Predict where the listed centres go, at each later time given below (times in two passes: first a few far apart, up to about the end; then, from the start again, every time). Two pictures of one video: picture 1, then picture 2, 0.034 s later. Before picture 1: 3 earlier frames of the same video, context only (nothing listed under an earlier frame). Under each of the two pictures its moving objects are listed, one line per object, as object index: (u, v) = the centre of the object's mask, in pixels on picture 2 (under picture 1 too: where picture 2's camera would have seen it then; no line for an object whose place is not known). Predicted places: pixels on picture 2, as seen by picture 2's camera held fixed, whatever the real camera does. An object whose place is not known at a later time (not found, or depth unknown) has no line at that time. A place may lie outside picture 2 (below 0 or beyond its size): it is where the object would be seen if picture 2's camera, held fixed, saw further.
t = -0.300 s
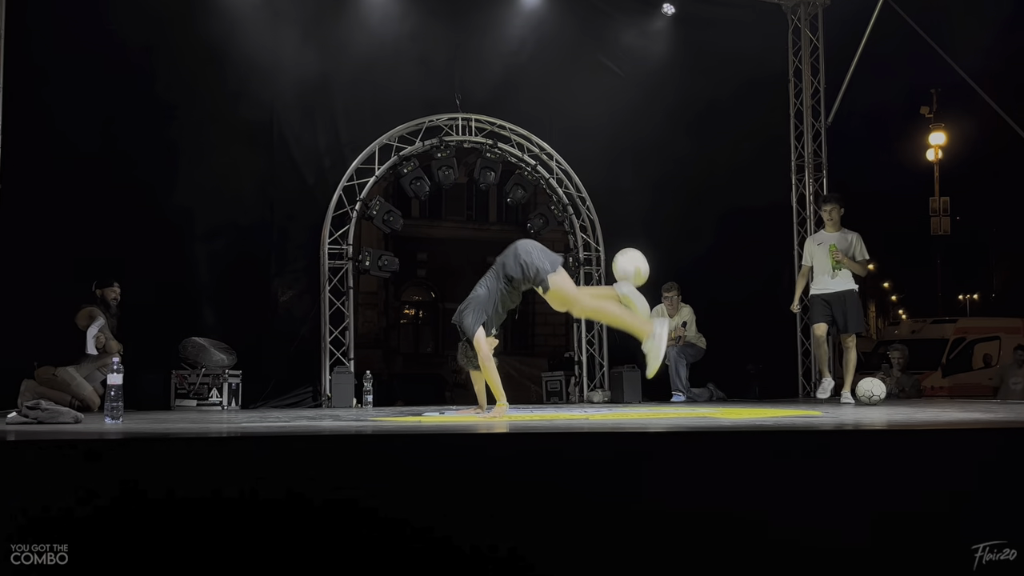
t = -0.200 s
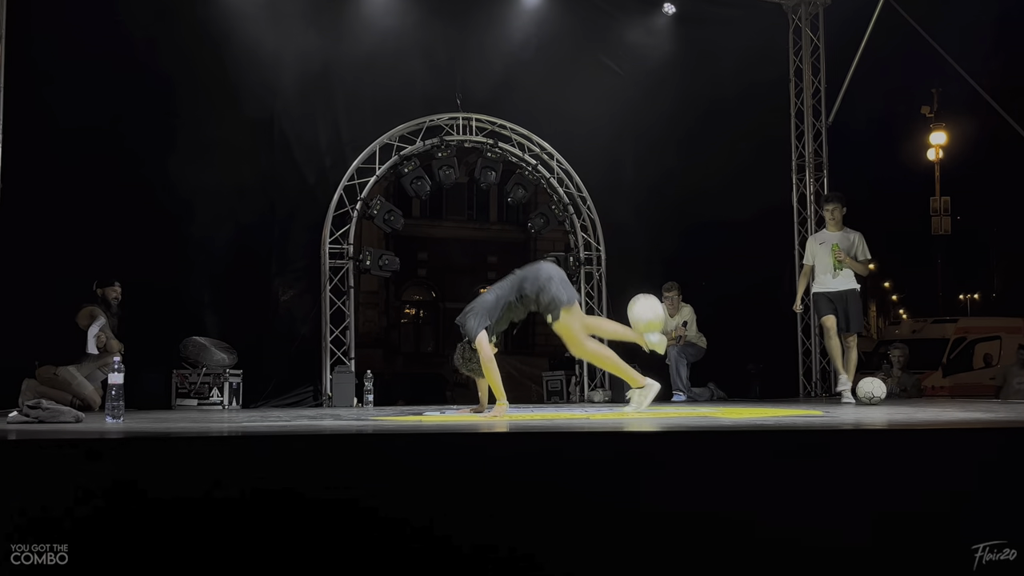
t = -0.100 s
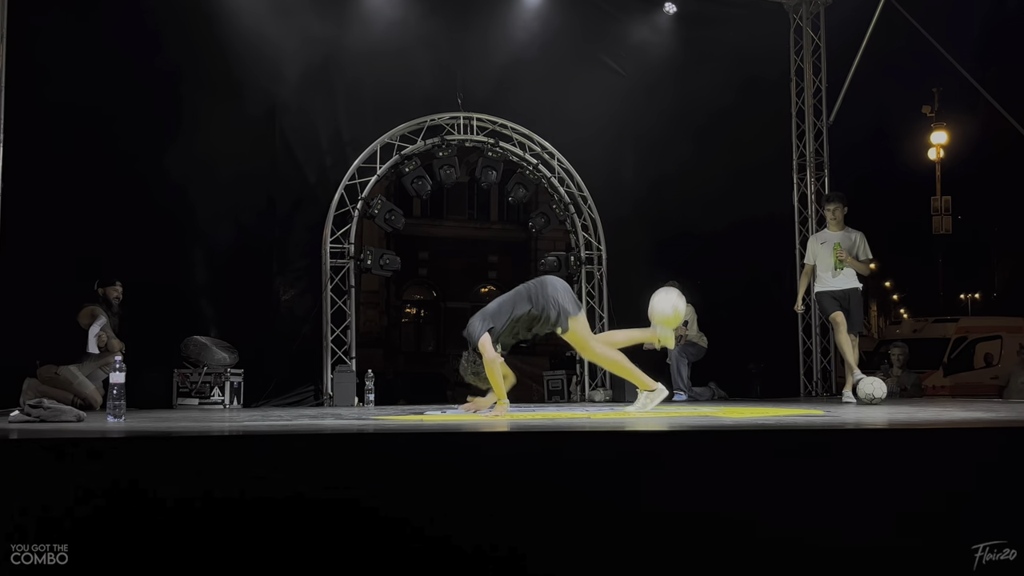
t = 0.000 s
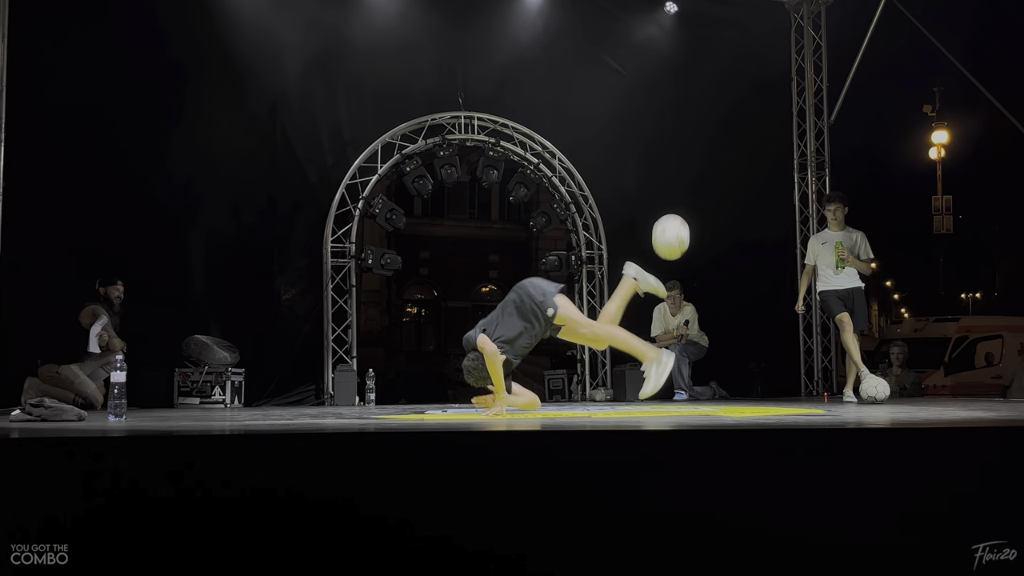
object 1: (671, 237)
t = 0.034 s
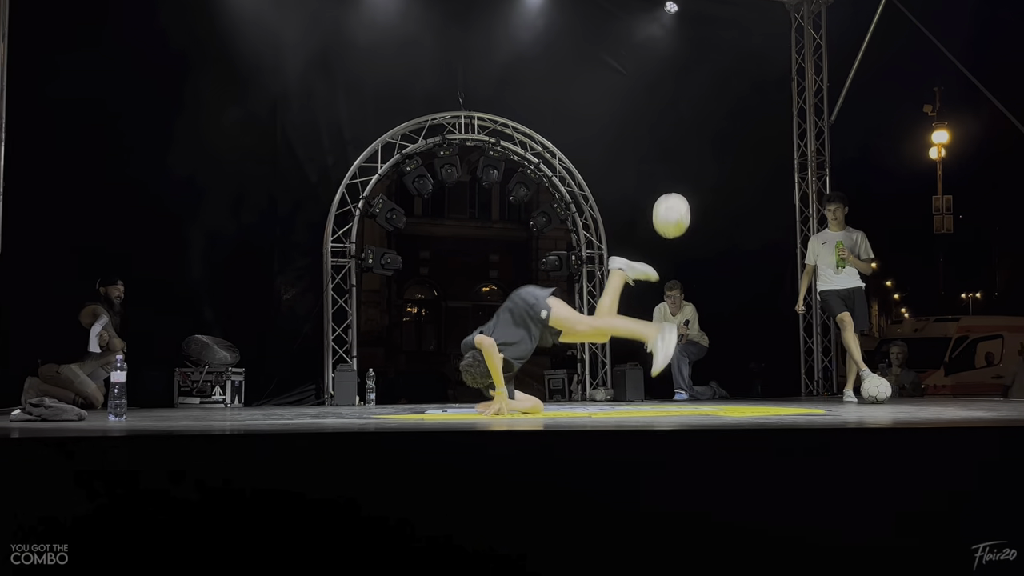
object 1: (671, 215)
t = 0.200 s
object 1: (673, 132)
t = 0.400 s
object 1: (677, 89)
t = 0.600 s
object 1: (680, 113)
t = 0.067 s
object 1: (671, 196)
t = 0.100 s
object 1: (672, 177)
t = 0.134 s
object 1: (672, 161)
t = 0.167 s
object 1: (673, 146)
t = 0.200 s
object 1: (673, 132)
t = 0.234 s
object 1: (674, 121)
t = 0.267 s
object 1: (675, 111)
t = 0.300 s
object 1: (675, 103)
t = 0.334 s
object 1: (676, 96)
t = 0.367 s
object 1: (676, 92)
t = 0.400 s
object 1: (677, 89)
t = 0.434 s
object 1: (677, 88)
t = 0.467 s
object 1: (678, 89)
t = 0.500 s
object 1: (678, 92)
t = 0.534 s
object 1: (679, 97)
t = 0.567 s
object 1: (680, 104)
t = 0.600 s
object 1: (680, 113)
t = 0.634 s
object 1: (681, 124)
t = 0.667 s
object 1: (682, 138)
